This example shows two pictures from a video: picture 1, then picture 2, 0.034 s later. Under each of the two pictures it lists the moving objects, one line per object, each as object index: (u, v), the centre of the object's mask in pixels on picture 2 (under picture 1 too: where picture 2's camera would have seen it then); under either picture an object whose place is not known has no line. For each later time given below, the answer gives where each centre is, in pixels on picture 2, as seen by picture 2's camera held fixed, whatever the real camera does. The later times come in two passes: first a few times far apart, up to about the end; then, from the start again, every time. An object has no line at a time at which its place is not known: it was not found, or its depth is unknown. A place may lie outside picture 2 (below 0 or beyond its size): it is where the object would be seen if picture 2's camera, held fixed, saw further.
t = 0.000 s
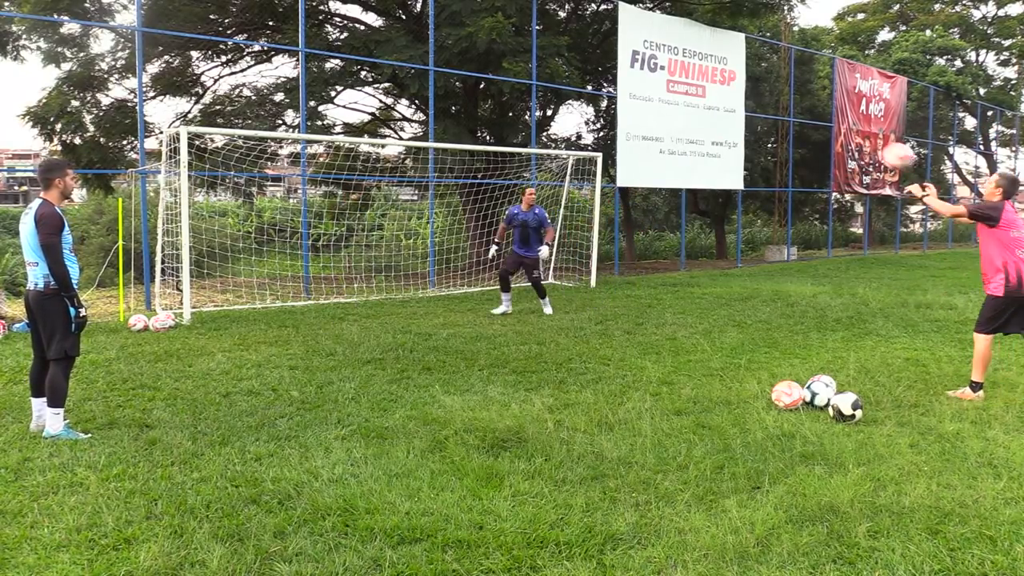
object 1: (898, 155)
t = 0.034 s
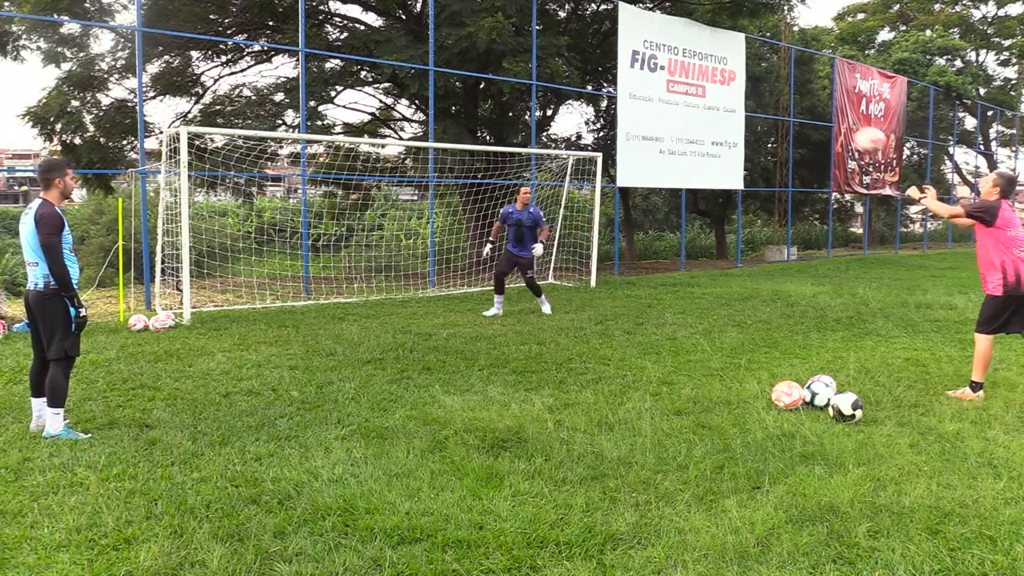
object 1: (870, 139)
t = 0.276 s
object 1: (694, 76)
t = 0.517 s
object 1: (556, 78)
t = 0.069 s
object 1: (842, 125)
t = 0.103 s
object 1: (816, 112)
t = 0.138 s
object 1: (790, 102)
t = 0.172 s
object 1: (765, 92)
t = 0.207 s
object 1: (742, 86)
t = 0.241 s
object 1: (718, 79)
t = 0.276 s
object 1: (694, 76)
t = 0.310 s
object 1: (673, 73)
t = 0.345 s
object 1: (651, 70)
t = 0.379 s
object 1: (631, 70)
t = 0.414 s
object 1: (610, 70)
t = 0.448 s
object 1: (592, 72)
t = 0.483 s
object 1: (574, 74)
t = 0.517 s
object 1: (556, 78)
